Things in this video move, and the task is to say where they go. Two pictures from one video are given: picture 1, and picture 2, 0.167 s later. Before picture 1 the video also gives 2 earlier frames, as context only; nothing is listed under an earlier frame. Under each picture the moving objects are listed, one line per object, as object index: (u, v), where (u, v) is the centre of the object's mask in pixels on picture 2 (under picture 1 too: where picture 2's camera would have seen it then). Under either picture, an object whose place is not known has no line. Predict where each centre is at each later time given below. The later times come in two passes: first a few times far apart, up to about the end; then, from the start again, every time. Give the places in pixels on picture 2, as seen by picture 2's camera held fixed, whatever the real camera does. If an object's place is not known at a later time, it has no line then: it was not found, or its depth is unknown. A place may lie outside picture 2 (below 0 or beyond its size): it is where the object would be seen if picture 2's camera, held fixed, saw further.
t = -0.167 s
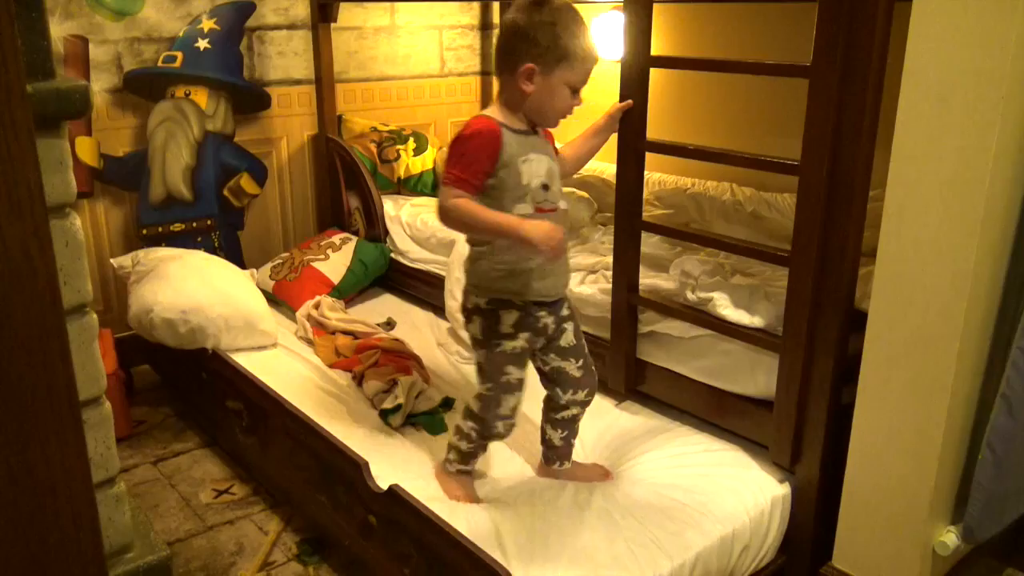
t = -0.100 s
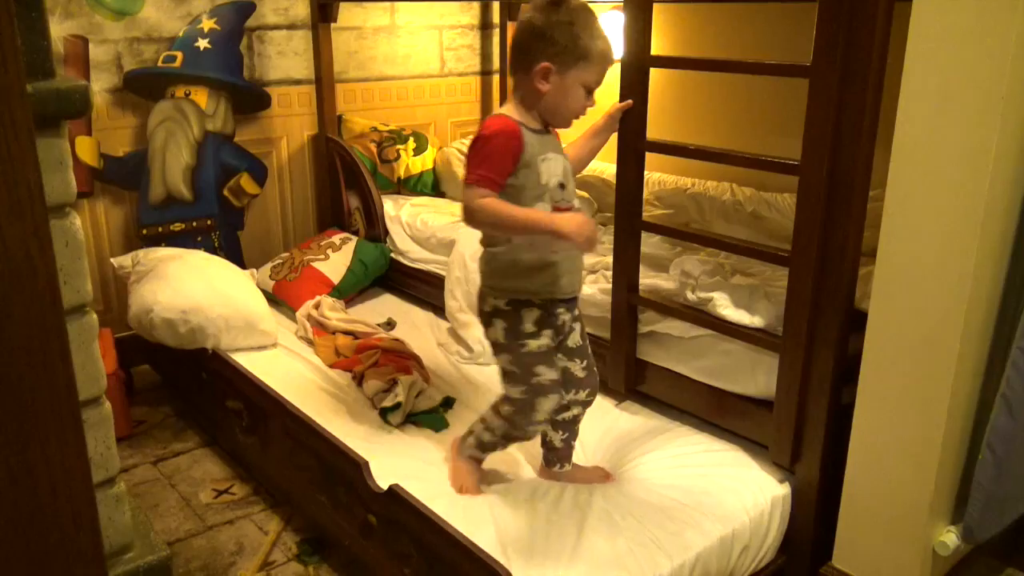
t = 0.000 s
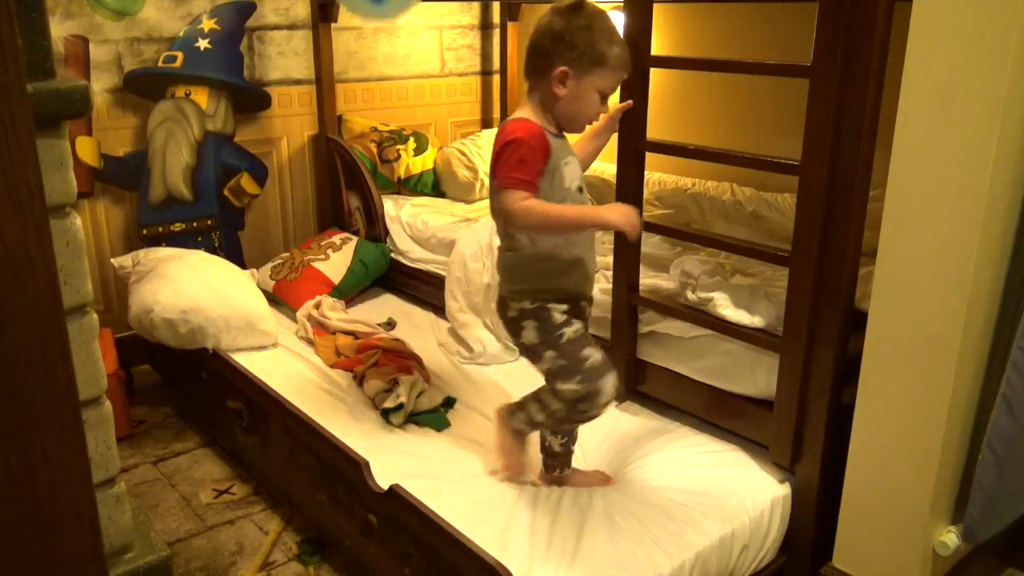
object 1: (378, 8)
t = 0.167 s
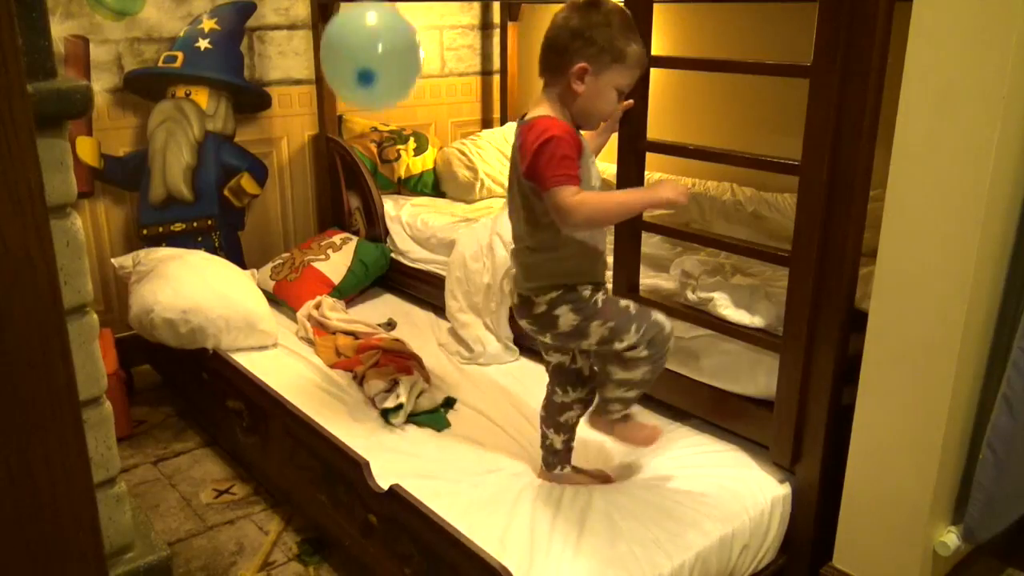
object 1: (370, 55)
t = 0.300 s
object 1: (372, 125)
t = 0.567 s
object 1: (383, 260)
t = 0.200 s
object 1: (371, 74)
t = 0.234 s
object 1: (371, 92)
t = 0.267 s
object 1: (371, 109)
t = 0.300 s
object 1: (372, 125)
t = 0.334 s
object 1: (373, 143)
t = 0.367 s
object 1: (374, 158)
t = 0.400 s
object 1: (375, 175)
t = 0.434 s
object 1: (376, 190)
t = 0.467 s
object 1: (377, 208)
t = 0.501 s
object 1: (379, 226)
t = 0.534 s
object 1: (381, 242)
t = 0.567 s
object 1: (383, 260)
